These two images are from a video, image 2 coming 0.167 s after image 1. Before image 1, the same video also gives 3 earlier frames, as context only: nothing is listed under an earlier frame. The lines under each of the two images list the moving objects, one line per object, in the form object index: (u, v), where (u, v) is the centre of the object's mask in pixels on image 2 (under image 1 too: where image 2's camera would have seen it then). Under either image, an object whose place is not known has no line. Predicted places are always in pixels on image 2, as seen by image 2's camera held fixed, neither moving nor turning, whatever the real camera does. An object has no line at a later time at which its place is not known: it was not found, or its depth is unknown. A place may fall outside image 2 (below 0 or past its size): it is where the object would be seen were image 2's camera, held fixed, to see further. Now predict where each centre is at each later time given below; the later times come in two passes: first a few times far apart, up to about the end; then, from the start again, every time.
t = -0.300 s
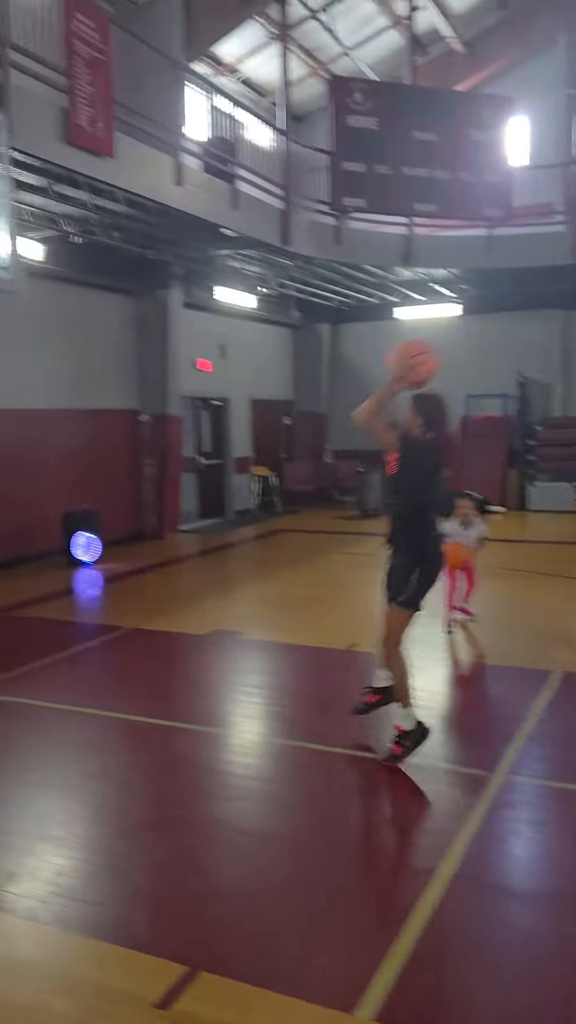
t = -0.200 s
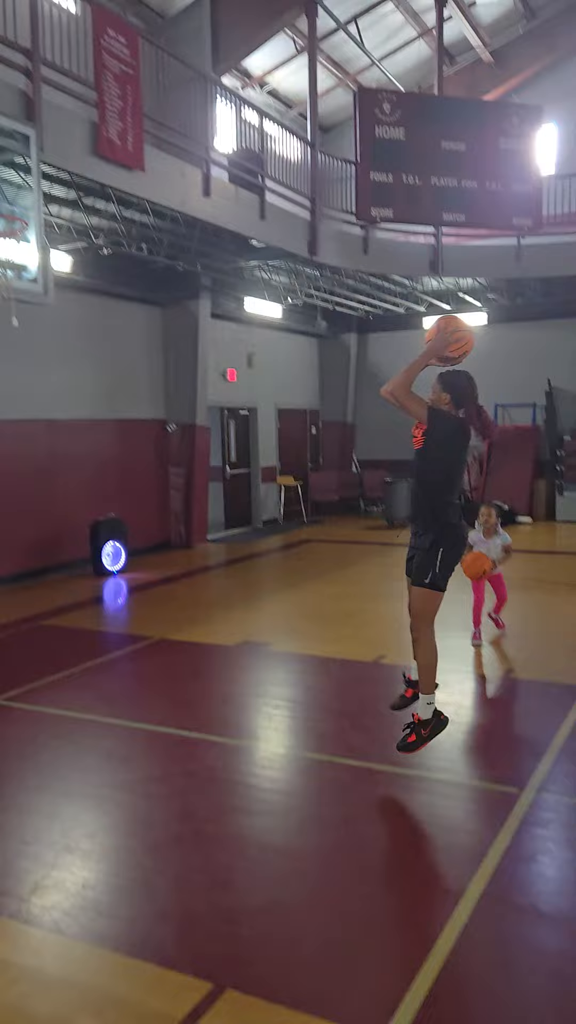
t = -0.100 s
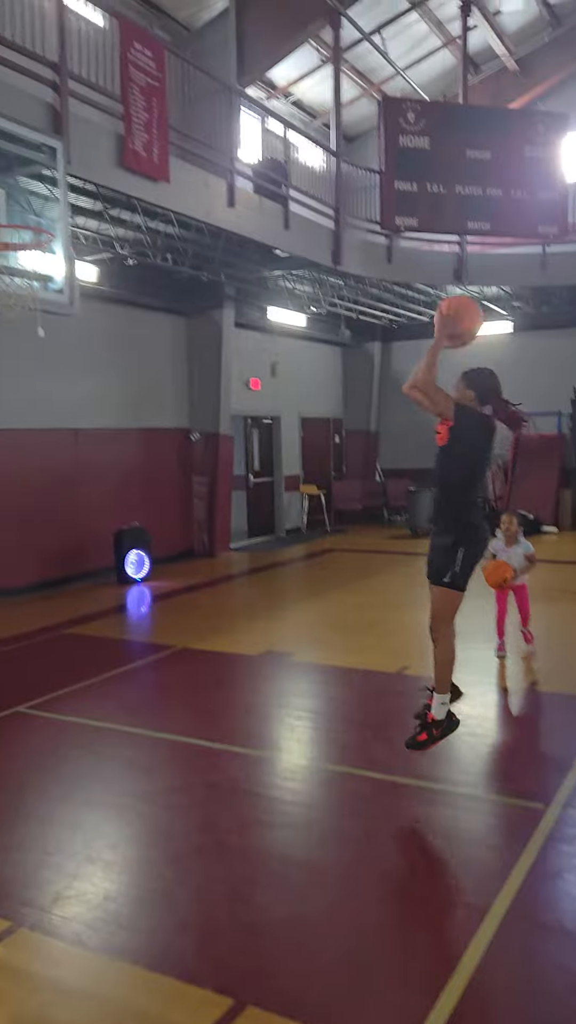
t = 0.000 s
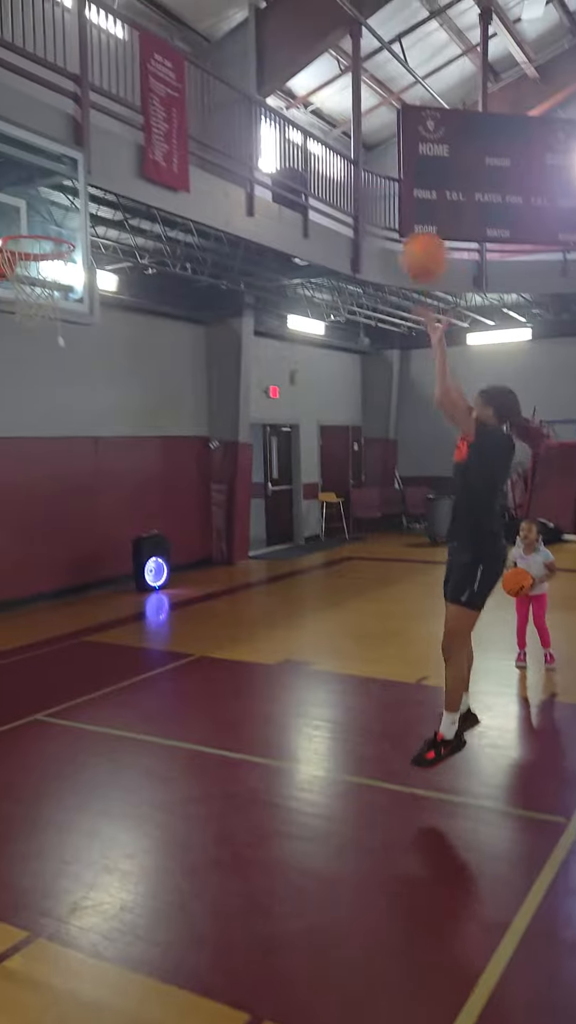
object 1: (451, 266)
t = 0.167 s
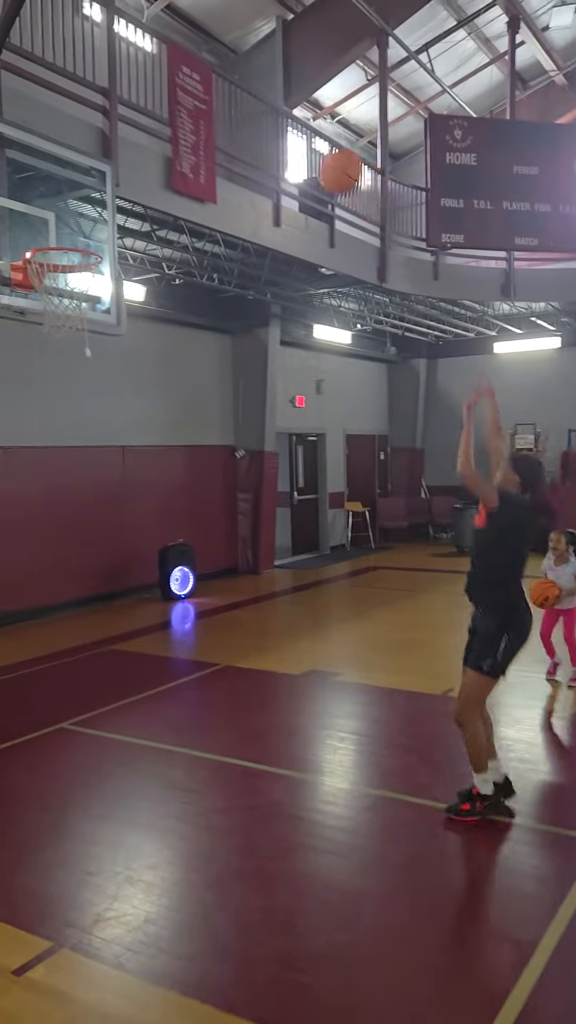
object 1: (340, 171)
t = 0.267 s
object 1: (279, 143)
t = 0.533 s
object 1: (148, 166)
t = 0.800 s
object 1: (50, 283)
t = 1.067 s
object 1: (51, 449)
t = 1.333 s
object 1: (53, 722)
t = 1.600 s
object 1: (87, 542)
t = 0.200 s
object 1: (321, 161)
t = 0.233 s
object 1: (300, 151)
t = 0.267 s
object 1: (279, 143)
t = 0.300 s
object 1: (261, 139)
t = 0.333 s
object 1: (244, 137)
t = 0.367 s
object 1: (226, 138)
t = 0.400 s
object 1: (210, 139)
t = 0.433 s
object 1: (193, 143)
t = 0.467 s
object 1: (178, 149)
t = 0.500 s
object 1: (163, 156)
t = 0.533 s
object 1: (148, 166)
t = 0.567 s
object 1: (131, 177)
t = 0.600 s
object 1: (117, 189)
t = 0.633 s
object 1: (104, 202)
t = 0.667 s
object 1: (91, 217)
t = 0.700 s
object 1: (77, 233)
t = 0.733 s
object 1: (67, 254)
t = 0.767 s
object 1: (55, 271)
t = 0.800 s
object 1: (50, 283)
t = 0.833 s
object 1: (51, 303)
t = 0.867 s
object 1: (50, 320)
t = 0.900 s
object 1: (51, 336)
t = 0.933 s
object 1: (51, 355)
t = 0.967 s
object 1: (51, 375)
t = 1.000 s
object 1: (51, 398)
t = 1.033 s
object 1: (52, 423)
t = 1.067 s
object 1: (51, 449)
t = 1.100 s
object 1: (52, 475)
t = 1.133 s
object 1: (52, 506)
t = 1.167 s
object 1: (53, 537)
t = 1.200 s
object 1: (53, 571)
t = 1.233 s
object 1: (53, 605)
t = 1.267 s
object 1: (53, 643)
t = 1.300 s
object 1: (53, 682)
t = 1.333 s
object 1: (53, 722)
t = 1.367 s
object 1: (56, 710)
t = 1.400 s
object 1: (61, 684)
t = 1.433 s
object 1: (65, 657)
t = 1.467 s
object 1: (68, 630)
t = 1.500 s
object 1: (71, 604)
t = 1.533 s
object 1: (76, 582)
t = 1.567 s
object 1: (80, 561)
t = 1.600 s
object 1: (87, 542)
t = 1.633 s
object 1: (97, 526)
